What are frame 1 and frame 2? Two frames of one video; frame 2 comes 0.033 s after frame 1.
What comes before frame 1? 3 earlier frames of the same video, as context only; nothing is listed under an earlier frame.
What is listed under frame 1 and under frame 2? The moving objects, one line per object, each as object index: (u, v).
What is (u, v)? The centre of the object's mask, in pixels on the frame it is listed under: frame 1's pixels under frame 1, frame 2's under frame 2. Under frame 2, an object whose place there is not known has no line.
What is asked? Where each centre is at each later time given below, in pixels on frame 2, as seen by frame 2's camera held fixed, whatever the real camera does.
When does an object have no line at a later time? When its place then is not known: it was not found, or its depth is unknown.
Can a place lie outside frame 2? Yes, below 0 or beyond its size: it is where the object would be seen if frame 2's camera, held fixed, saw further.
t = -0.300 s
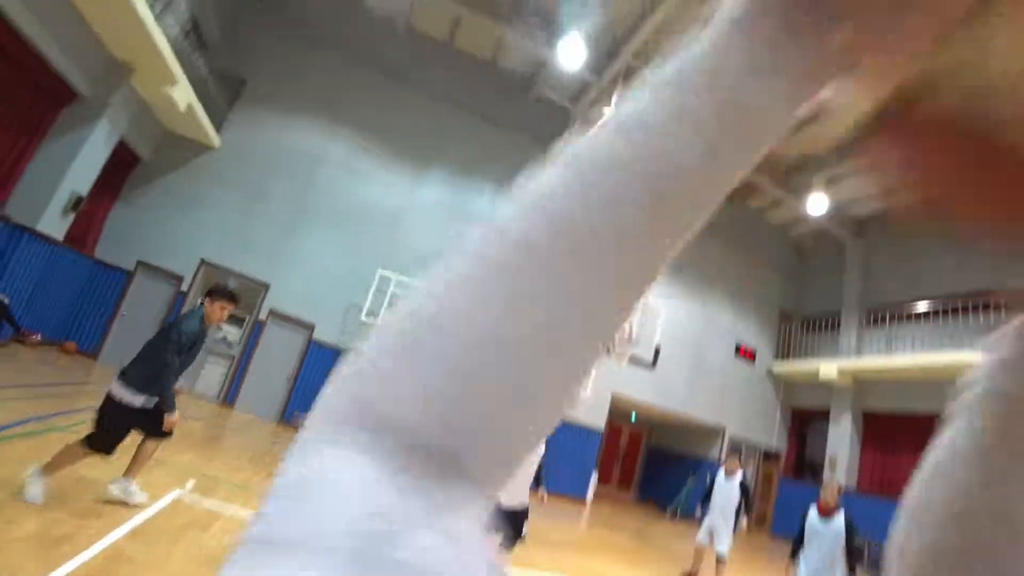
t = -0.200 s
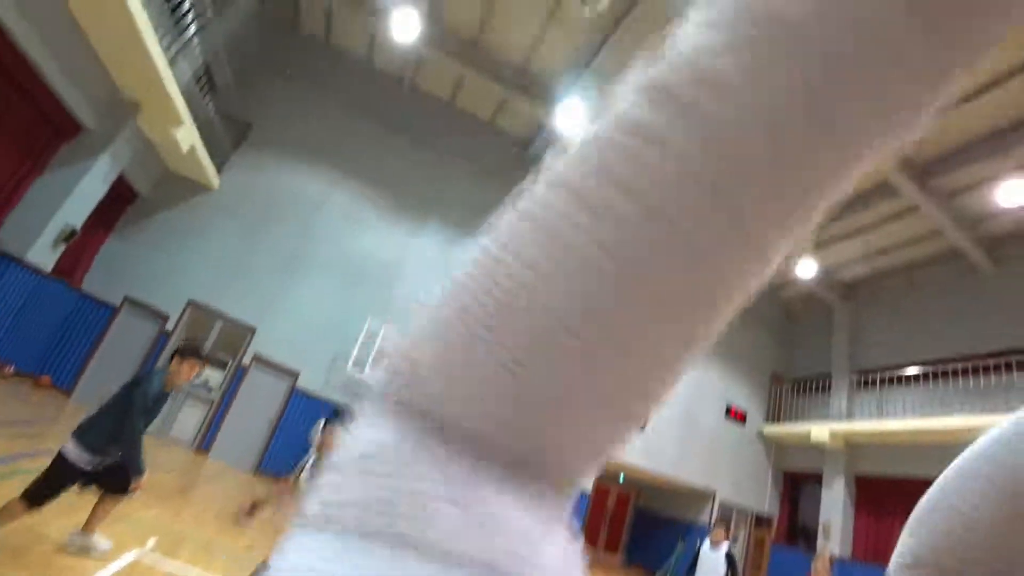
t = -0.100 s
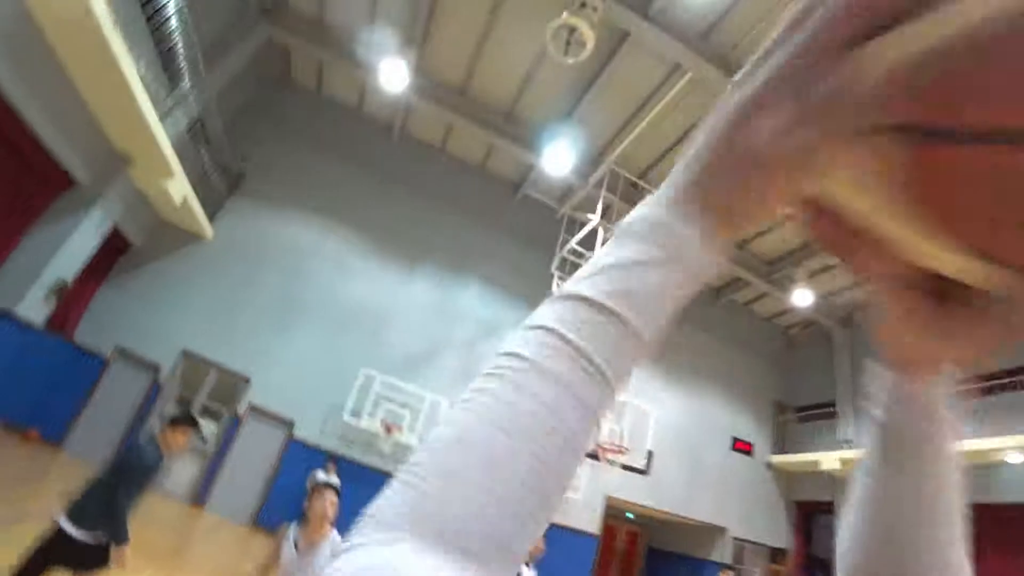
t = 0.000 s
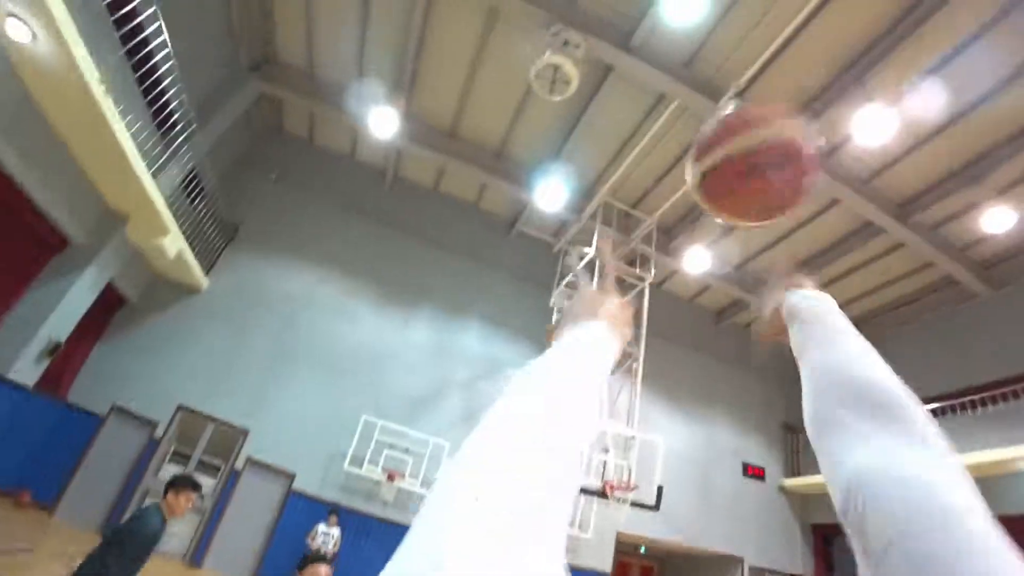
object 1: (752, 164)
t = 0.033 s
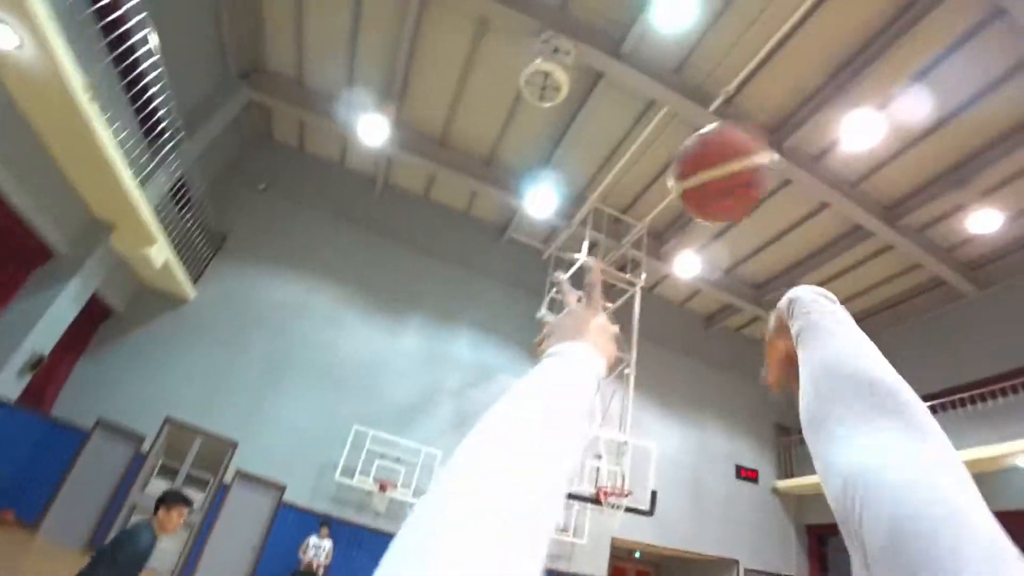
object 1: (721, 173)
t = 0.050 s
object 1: (713, 174)
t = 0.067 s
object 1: (706, 177)
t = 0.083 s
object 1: (701, 180)
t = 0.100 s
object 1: (700, 183)
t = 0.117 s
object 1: (701, 185)
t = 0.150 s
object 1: (693, 188)
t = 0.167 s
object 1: (689, 190)
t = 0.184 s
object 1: (687, 192)
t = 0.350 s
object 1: (672, 203)
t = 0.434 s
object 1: (669, 223)
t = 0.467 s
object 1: (667, 232)
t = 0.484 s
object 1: (667, 236)
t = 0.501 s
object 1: (666, 241)
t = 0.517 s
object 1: (664, 246)
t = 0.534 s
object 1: (663, 249)
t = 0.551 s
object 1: (663, 252)
